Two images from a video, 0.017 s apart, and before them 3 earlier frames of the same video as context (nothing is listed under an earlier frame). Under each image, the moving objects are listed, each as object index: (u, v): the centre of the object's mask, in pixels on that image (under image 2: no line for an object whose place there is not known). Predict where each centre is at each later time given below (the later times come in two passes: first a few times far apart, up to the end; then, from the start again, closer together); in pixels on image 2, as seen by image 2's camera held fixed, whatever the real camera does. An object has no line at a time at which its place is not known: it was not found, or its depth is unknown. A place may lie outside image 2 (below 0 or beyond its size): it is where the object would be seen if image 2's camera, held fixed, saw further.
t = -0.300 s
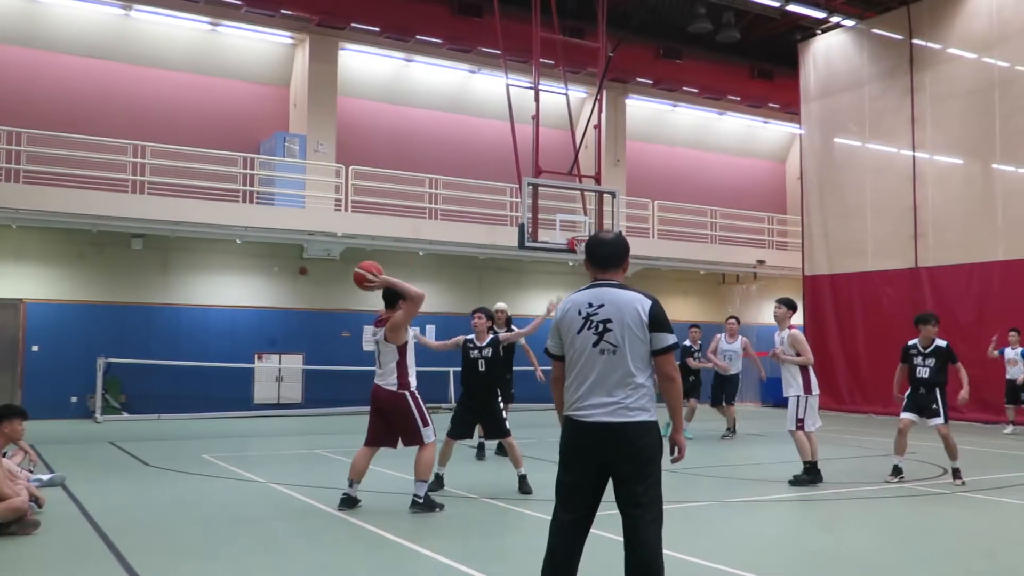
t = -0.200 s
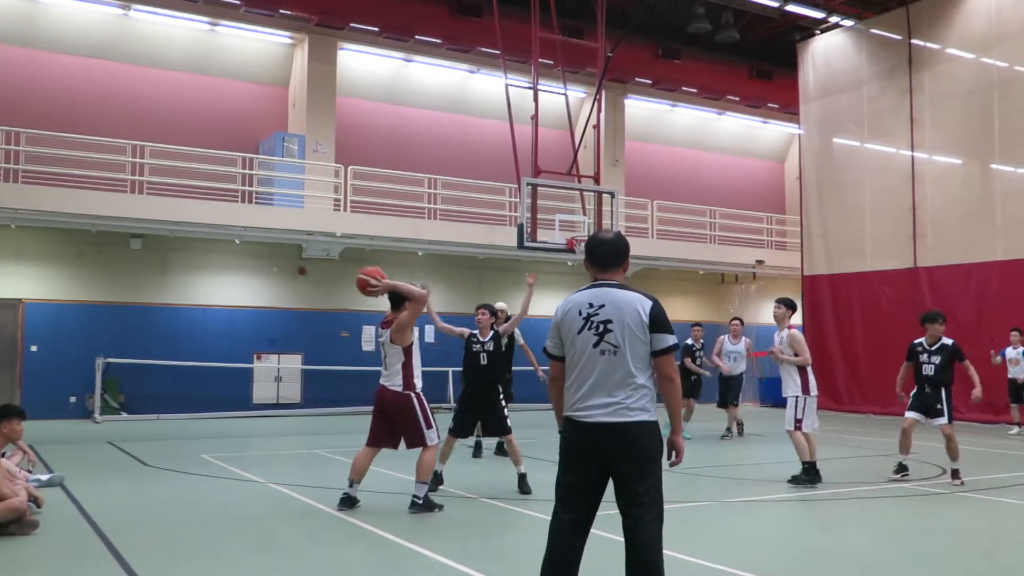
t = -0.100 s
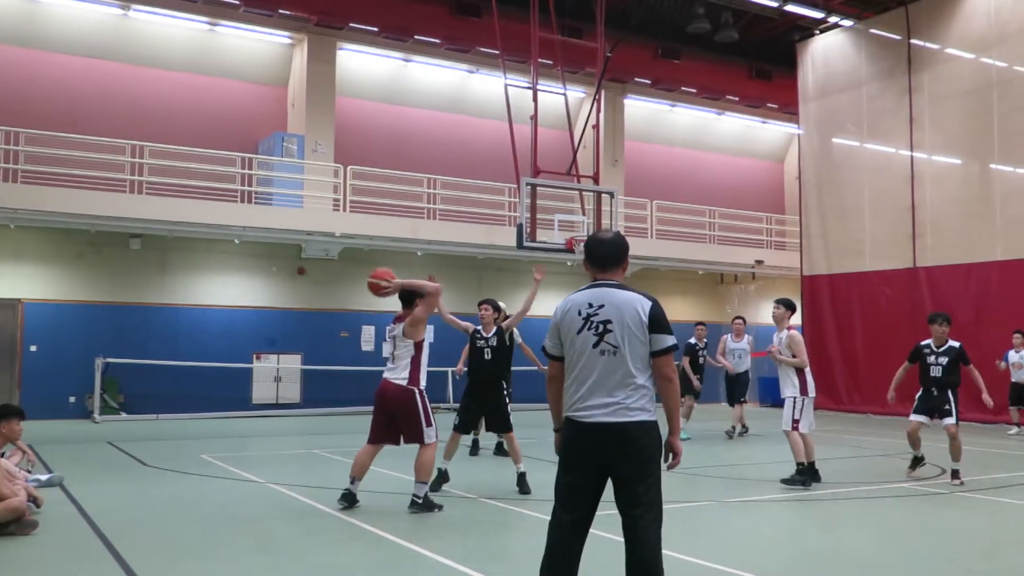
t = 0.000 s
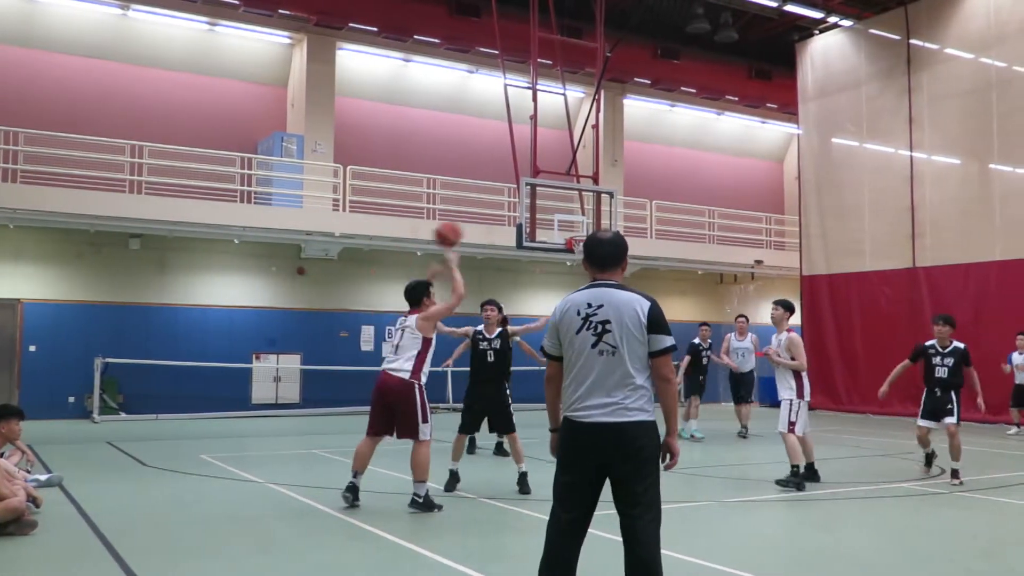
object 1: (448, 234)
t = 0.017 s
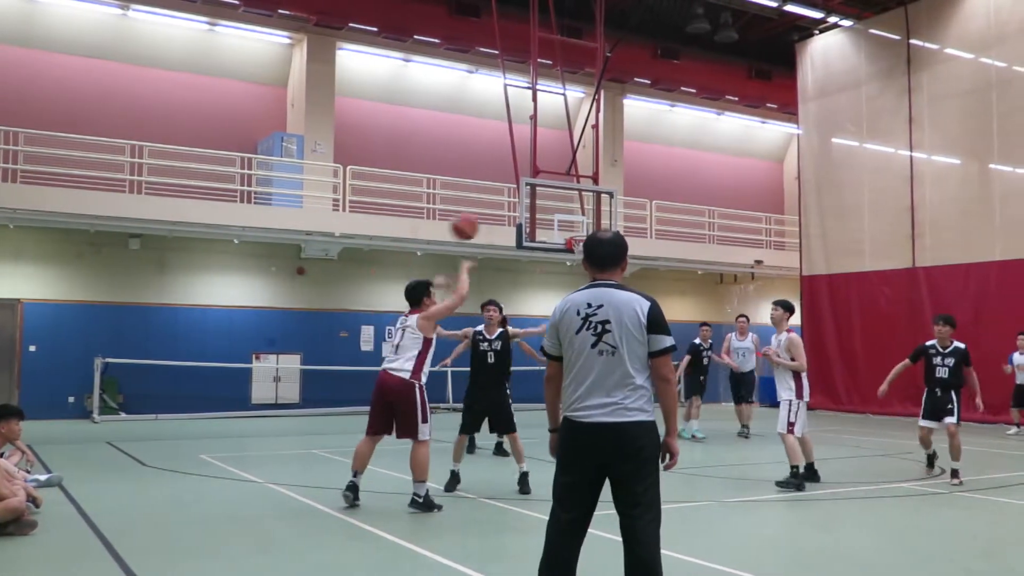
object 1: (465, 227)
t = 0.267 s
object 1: (669, 167)
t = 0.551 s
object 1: (830, 181)
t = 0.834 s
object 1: (947, 247)
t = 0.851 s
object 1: (953, 252)
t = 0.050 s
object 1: (497, 213)
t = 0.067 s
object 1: (512, 208)
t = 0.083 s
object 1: (527, 201)
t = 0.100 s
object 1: (542, 196)
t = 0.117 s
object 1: (556, 193)
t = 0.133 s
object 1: (571, 187)
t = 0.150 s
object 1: (585, 184)
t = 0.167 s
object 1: (597, 180)
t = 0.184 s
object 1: (610, 177)
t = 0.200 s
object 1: (622, 174)
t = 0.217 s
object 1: (634, 172)
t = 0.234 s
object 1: (646, 171)
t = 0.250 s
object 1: (658, 169)
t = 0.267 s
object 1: (669, 167)
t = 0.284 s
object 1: (680, 166)
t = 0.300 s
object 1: (691, 165)
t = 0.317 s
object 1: (702, 164)
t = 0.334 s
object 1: (711, 164)
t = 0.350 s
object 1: (722, 164)
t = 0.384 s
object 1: (742, 165)
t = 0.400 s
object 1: (751, 166)
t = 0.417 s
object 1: (761, 167)
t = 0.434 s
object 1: (770, 169)
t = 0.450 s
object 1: (778, 171)
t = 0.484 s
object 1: (796, 172)
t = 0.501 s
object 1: (804, 175)
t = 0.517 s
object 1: (812, 175)
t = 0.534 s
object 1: (821, 179)
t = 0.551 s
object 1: (830, 181)
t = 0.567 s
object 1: (838, 183)
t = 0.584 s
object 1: (845, 186)
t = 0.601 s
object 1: (853, 189)
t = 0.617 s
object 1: (861, 193)
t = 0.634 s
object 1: (868, 196)
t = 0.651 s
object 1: (875, 199)
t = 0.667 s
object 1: (883, 203)
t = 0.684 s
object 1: (889, 207)
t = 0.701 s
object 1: (897, 210)
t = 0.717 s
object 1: (903, 215)
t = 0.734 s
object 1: (910, 219)
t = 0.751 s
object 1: (917, 223)
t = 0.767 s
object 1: (924, 229)
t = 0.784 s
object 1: (930, 233)
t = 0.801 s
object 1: (935, 238)
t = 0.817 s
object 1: (941, 242)
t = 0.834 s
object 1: (947, 247)
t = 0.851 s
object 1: (953, 252)
